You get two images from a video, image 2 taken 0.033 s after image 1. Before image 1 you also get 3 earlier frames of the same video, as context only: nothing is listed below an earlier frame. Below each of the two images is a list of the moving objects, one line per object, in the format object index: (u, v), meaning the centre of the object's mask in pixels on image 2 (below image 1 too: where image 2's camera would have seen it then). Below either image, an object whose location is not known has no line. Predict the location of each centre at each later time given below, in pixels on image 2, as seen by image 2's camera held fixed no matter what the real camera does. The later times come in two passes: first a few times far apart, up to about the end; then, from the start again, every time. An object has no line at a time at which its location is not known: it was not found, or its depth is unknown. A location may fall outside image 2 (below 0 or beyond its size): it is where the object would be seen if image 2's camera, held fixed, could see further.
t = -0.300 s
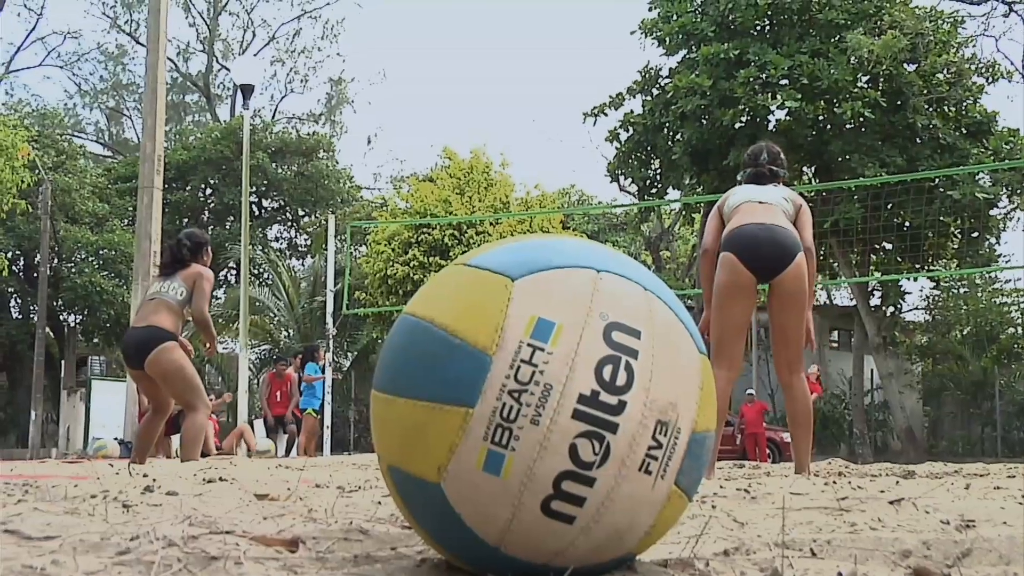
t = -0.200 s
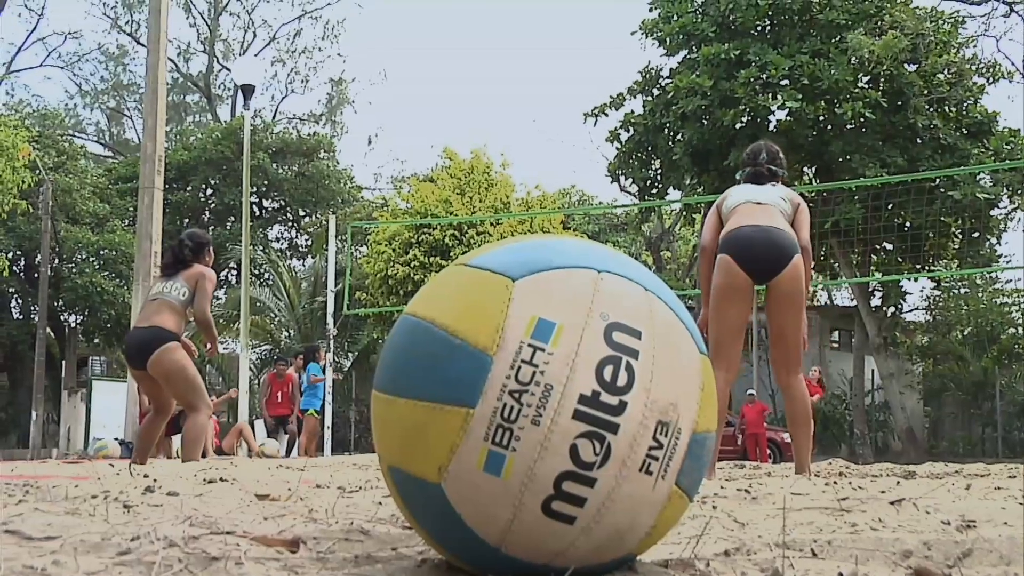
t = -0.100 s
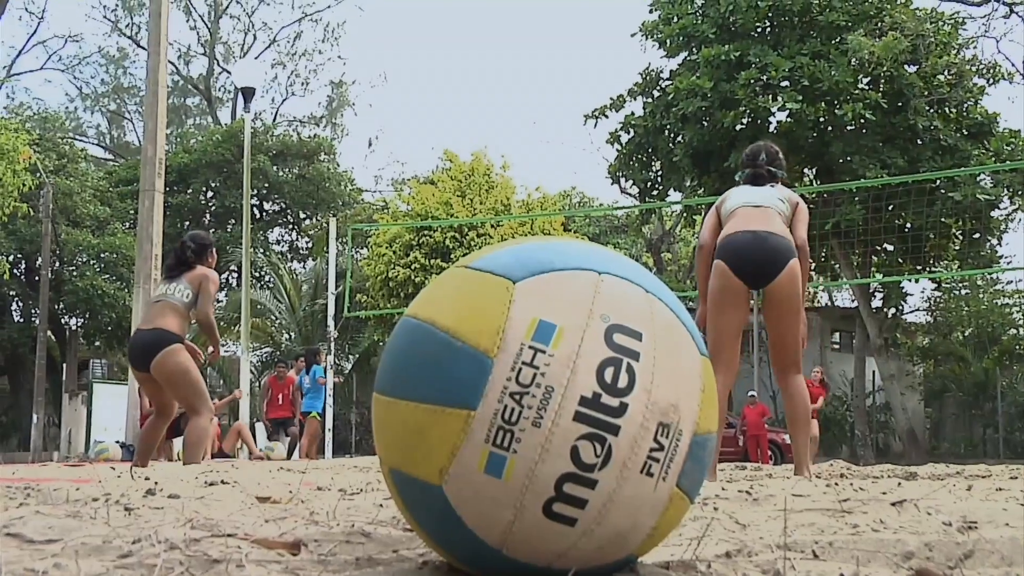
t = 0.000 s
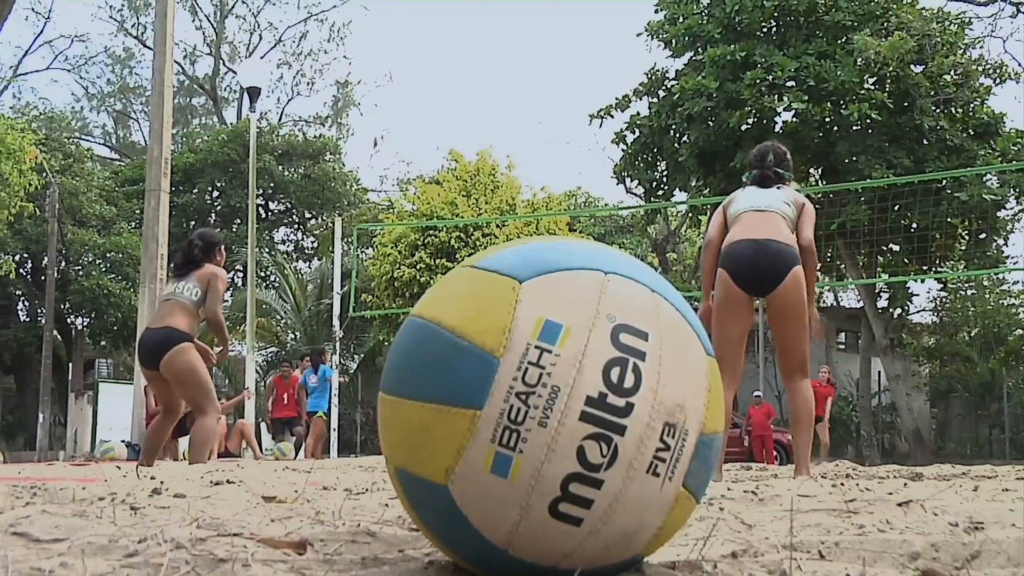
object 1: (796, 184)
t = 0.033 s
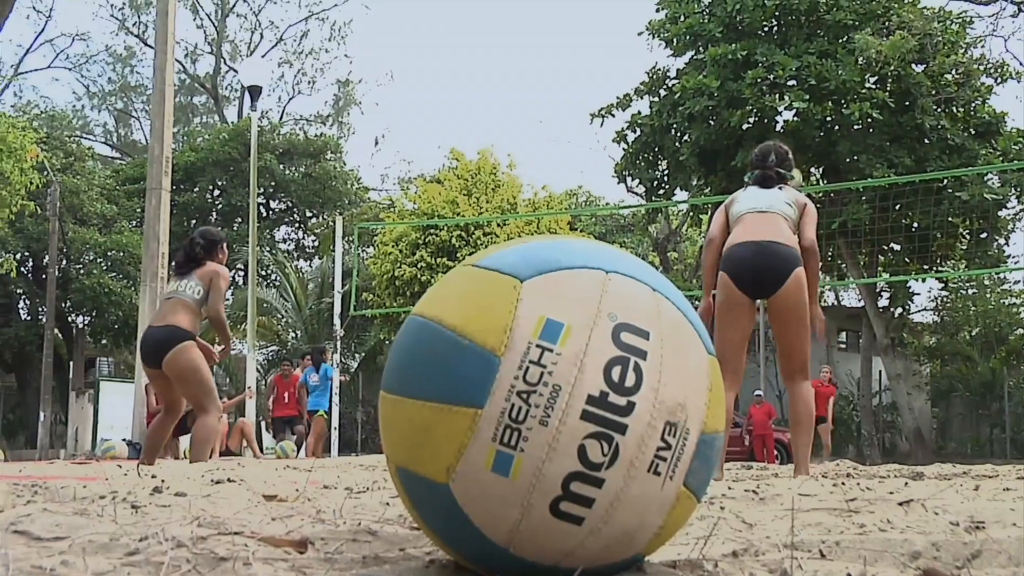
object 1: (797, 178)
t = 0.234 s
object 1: (782, 105)
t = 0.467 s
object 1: (771, 44)
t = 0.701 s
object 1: (763, 20)
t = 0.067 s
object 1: (797, 166)
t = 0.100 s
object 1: (793, 151)
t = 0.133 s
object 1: (789, 141)
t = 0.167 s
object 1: (787, 129)
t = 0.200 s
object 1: (785, 117)
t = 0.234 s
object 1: (782, 105)
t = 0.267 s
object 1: (781, 95)
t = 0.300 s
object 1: (779, 86)
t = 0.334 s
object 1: (777, 76)
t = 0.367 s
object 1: (777, 68)
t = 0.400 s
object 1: (774, 58)
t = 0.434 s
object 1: (773, 50)
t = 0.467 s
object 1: (771, 44)
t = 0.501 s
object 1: (770, 36)
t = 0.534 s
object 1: (769, 32)
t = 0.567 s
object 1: (767, 27)
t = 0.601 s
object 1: (766, 24)
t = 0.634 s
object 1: (765, 21)
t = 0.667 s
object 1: (764, 20)
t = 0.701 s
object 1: (763, 20)
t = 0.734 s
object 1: (762, 21)
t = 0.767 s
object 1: (761, 24)
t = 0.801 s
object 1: (760, 29)
